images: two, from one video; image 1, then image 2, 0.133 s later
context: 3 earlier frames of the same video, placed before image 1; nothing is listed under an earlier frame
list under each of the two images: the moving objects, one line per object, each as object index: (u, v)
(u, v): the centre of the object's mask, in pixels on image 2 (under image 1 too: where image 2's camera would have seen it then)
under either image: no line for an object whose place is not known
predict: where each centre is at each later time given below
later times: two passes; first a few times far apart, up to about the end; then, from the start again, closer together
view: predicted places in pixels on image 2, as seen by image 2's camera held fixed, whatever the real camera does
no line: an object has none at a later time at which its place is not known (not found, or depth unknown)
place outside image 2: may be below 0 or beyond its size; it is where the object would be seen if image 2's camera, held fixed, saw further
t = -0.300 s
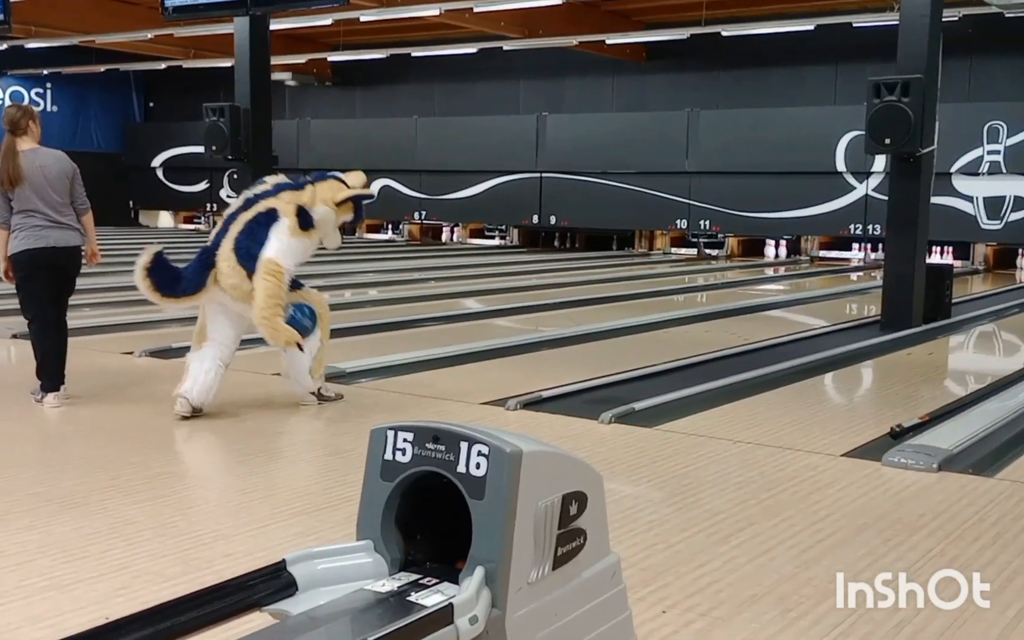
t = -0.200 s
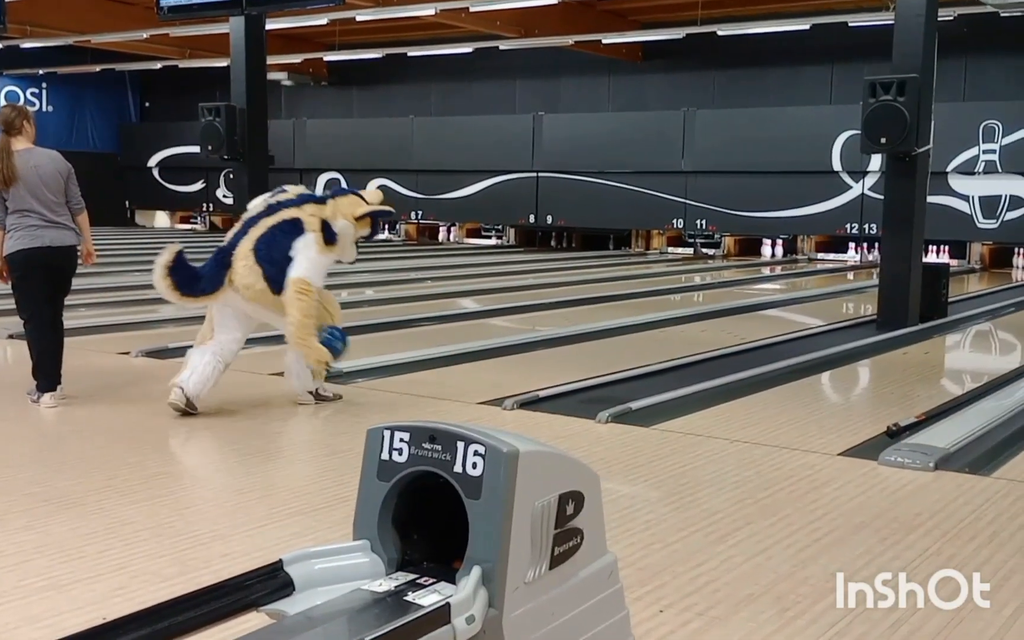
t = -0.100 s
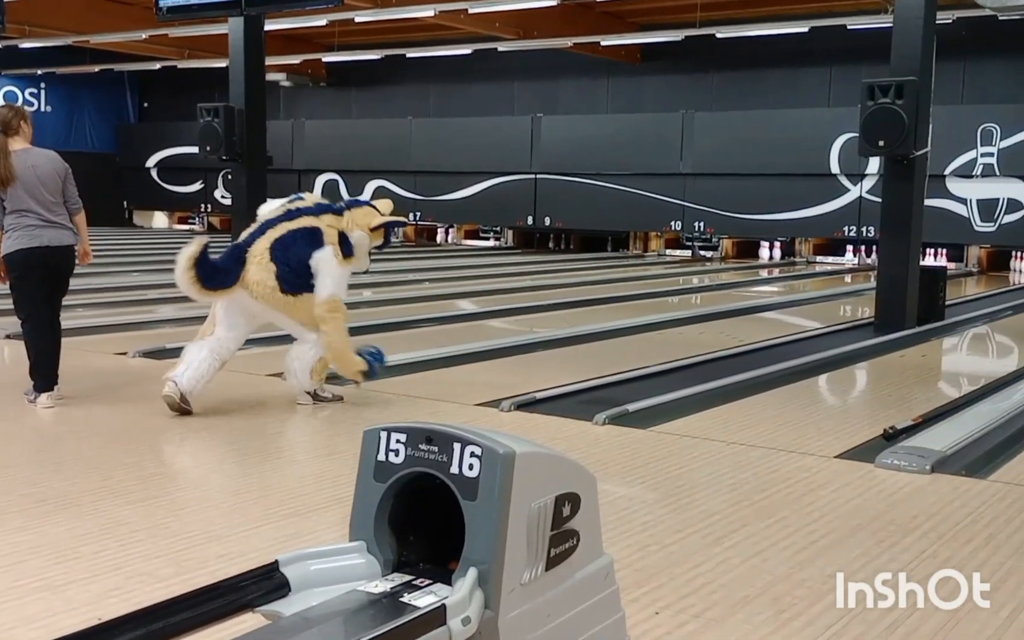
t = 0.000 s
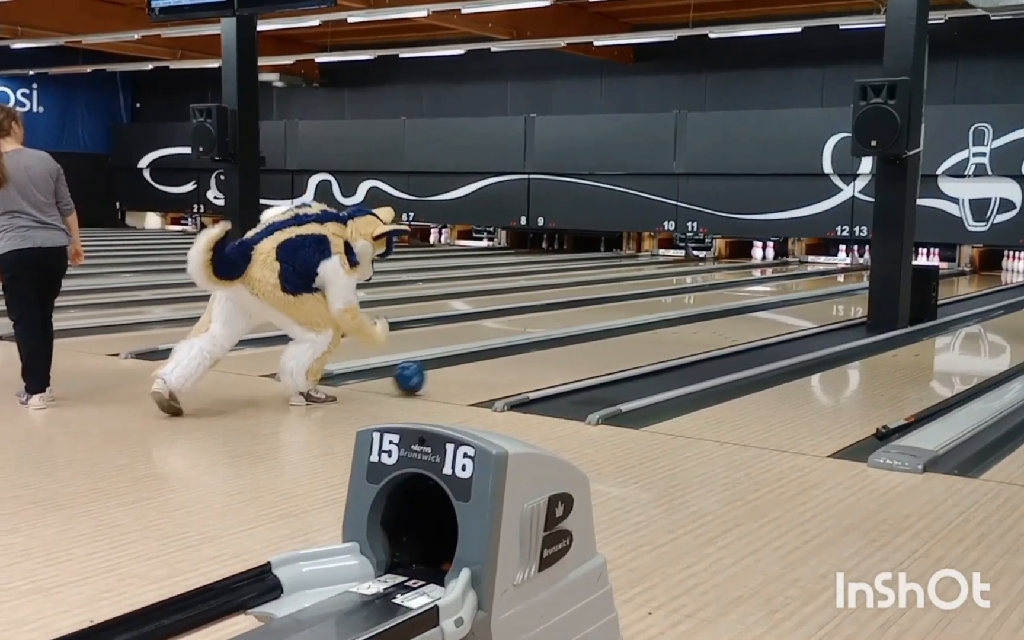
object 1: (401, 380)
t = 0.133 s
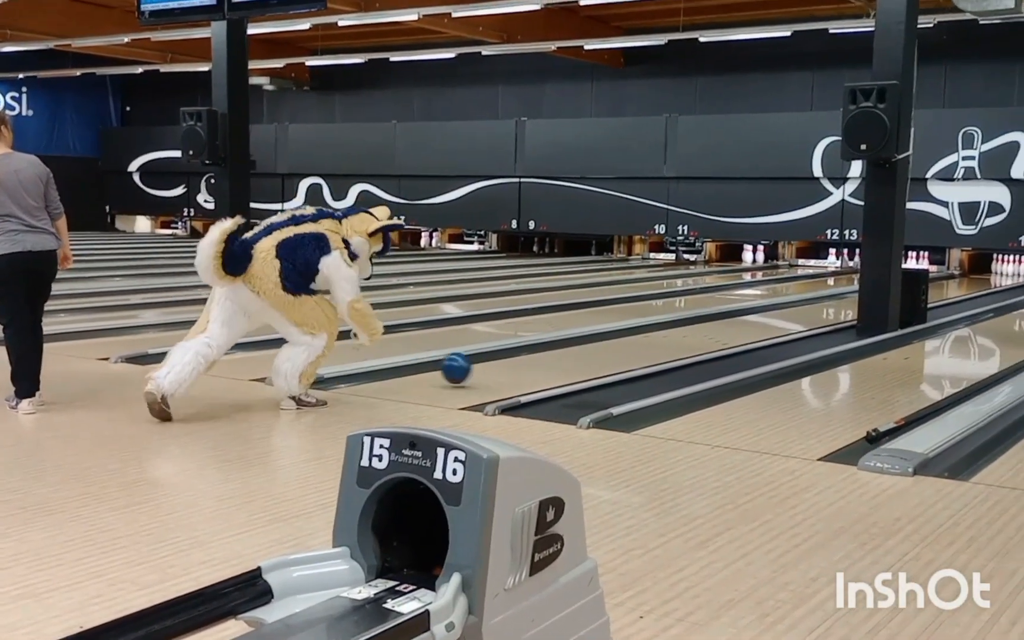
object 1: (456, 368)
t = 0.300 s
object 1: (516, 359)
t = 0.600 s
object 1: (604, 342)
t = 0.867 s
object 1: (665, 330)
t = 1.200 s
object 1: (727, 318)
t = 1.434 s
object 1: (764, 311)
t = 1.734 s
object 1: (804, 304)
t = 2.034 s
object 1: (838, 298)
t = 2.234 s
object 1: (853, 294)
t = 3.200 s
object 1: (932, 281)
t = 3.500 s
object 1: (948, 277)
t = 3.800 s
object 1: (962, 276)
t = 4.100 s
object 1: (976, 273)
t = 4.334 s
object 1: (985, 272)
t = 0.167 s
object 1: (469, 367)
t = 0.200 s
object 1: (481, 364)
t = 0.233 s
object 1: (493, 363)
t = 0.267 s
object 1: (505, 361)
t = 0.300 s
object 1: (516, 359)
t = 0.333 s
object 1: (527, 357)
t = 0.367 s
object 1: (538, 355)
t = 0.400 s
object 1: (548, 353)
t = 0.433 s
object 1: (558, 351)
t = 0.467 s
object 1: (568, 349)
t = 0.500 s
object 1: (577, 348)
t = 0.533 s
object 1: (586, 346)
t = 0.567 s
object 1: (595, 344)
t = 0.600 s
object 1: (604, 342)
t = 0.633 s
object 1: (612, 341)
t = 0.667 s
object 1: (620, 339)
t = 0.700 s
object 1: (628, 338)
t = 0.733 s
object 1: (636, 336)
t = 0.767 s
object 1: (643, 335)
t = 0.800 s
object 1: (651, 333)
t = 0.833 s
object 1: (658, 331)
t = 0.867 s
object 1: (665, 330)
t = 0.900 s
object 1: (672, 329)
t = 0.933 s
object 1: (679, 327)
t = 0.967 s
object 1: (685, 326)
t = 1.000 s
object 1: (691, 325)
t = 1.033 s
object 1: (698, 324)
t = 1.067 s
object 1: (704, 323)
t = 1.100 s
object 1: (710, 322)
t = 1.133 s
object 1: (716, 320)
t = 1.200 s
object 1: (727, 318)
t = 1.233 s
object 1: (733, 317)
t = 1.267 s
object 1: (738, 316)
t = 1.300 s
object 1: (744, 315)
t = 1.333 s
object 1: (749, 314)
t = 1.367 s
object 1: (754, 314)
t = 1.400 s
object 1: (759, 312)
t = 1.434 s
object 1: (764, 311)
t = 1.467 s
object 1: (769, 311)
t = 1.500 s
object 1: (773, 310)
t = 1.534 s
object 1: (778, 309)
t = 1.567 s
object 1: (783, 308)
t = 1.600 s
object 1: (787, 307)
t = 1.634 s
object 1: (792, 306)
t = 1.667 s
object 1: (796, 305)
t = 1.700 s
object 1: (800, 305)
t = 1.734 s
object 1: (804, 304)
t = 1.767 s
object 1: (808, 303)
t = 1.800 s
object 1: (812, 303)
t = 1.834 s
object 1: (816, 302)
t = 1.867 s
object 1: (820, 301)
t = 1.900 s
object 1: (824, 301)
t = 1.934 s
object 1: (828, 300)
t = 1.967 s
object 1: (831, 299)
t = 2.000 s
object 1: (835, 298)
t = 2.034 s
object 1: (838, 298)
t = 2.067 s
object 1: (842, 297)
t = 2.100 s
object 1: (846, 296)
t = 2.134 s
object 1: (848, 296)
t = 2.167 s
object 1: (850, 296)
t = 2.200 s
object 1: (852, 295)
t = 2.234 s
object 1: (853, 294)
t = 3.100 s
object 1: (929, 282)
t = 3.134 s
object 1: (930, 282)
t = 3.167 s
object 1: (931, 281)
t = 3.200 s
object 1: (932, 281)
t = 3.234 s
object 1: (933, 280)
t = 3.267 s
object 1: (934, 280)
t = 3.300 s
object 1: (936, 280)
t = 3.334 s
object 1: (938, 280)
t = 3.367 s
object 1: (940, 279)
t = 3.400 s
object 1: (942, 279)
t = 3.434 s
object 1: (944, 279)
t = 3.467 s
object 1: (946, 278)
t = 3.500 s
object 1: (948, 277)
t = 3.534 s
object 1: (950, 277)
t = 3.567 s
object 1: (951, 277)
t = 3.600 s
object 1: (953, 277)
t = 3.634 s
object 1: (955, 276)
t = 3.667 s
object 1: (956, 276)
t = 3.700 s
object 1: (958, 276)
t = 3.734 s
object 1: (959, 276)
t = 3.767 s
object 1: (961, 276)
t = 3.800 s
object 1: (962, 276)
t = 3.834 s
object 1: (964, 275)
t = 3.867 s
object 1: (965, 275)
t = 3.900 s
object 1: (967, 275)
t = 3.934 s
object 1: (969, 274)
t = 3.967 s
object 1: (970, 274)
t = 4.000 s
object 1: (972, 274)
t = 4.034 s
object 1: (974, 274)
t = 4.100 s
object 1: (976, 273)
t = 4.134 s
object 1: (977, 273)
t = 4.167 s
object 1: (978, 273)
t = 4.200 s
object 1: (980, 273)
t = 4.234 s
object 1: (982, 273)
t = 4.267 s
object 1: (983, 273)
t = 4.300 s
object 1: (984, 273)
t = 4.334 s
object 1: (985, 272)
